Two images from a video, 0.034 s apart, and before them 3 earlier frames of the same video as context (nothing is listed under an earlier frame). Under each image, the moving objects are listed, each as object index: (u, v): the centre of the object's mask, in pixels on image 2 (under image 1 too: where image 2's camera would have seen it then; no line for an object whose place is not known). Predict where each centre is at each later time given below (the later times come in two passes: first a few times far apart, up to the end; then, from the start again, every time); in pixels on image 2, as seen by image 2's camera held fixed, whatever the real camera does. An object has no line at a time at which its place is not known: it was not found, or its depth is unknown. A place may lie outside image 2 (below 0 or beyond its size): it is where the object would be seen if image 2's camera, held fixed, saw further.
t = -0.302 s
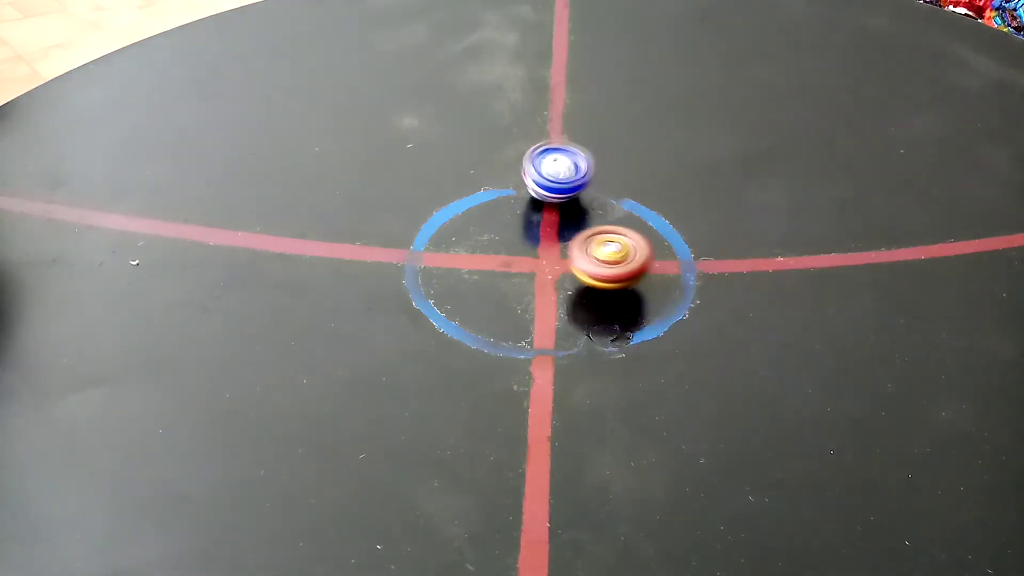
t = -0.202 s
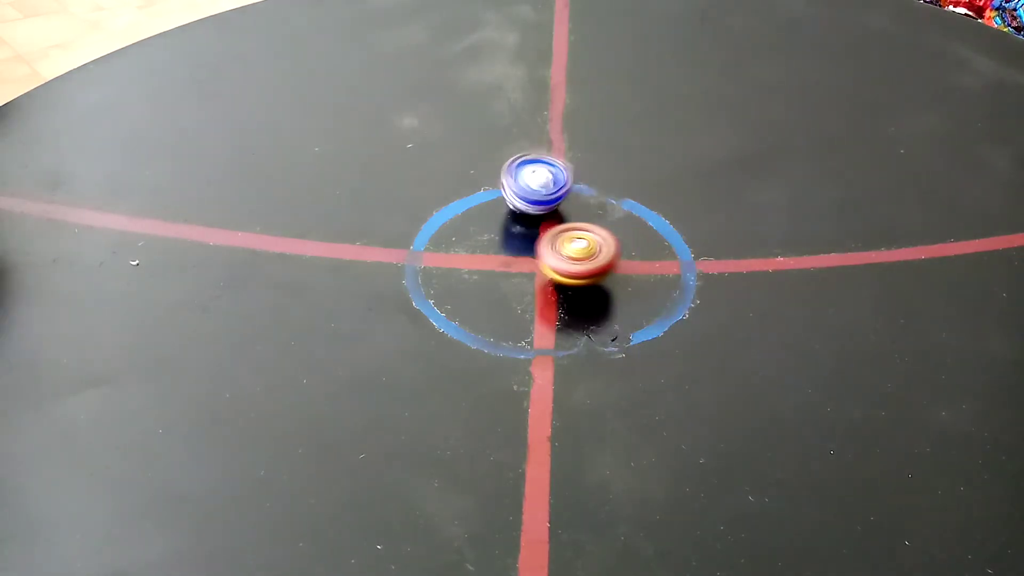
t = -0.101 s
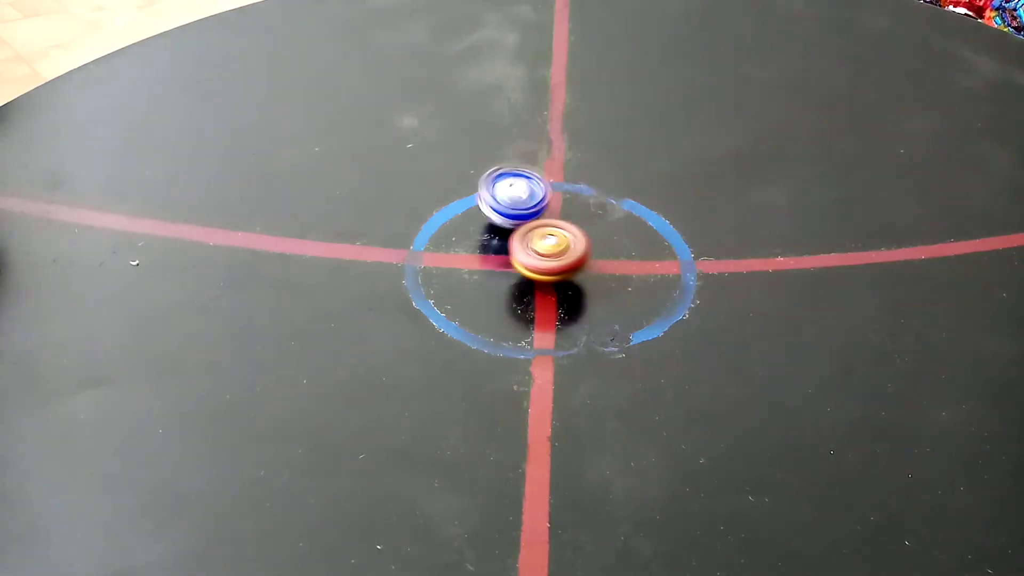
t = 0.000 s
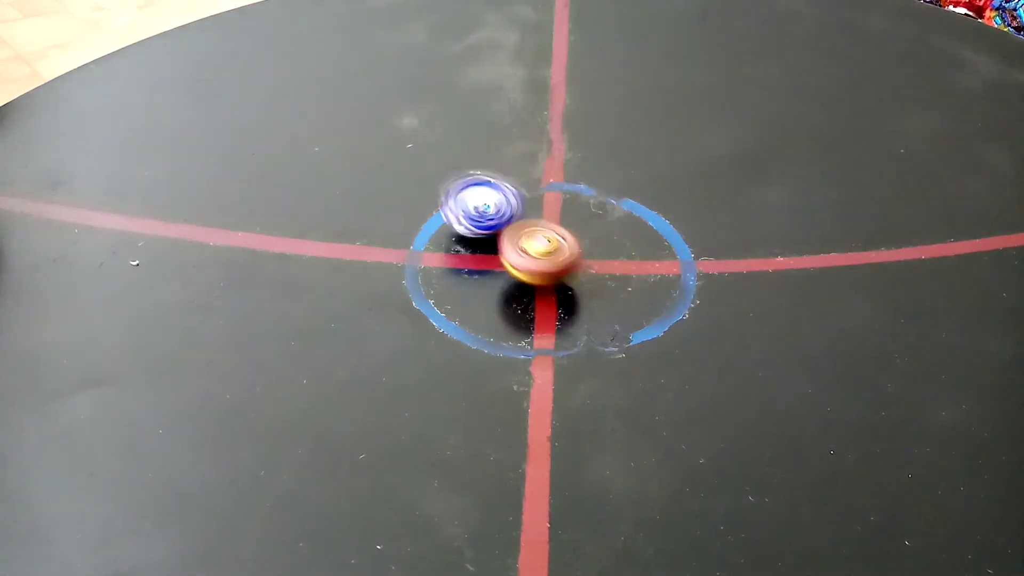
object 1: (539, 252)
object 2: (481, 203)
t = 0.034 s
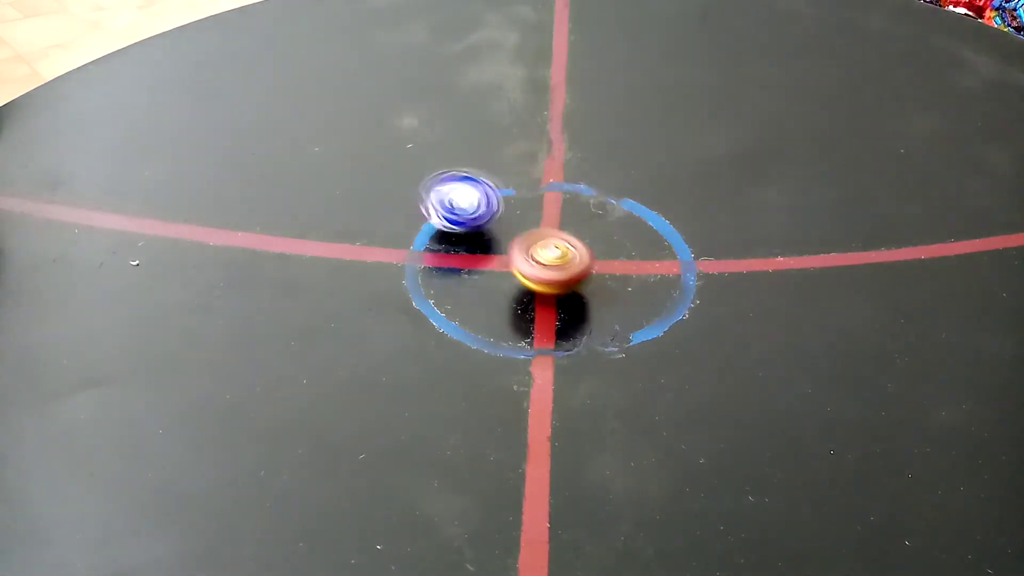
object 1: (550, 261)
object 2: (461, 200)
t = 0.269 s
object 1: (574, 306)
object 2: (365, 200)
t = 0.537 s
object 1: (565, 328)
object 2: (291, 221)
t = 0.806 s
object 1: (562, 319)
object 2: (271, 243)
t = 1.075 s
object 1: (575, 298)
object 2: (320, 262)
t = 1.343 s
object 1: (593, 271)
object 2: (421, 273)
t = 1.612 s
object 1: (611, 235)
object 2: (530, 257)
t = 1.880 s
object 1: (663, 193)
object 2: (588, 254)
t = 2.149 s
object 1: (692, 170)
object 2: (634, 242)
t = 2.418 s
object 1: (705, 167)
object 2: (665, 229)
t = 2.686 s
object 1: (694, 176)
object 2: (680, 226)
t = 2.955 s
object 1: (660, 189)
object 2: (669, 244)
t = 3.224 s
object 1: (608, 213)
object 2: (638, 262)
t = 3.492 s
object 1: (538, 236)
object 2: (614, 280)
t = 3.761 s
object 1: (479, 259)
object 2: (593, 291)
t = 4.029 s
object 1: (431, 280)
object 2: (570, 288)
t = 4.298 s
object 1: (406, 284)
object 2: (547, 272)
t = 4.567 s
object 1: (410, 277)
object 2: (530, 245)
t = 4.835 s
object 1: (458, 259)
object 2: (530, 221)
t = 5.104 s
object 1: (527, 247)
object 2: (540, 191)
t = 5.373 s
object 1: (598, 232)
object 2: (575, 154)
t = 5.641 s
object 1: (651, 217)
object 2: (598, 147)
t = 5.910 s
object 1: (686, 204)
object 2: (613, 169)
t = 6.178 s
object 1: (753, 196)
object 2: (568, 215)
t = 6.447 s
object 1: (797, 204)
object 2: (465, 234)
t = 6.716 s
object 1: (794, 221)
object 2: (413, 211)
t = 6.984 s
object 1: (752, 242)
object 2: (411, 199)
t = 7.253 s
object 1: (680, 267)
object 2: (429, 209)
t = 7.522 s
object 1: (587, 284)
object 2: (457, 230)
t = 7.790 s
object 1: (511, 301)
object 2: (454, 252)
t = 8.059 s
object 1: (493, 332)
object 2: (434, 241)
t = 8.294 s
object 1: (493, 340)
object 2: (461, 244)
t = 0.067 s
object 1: (558, 269)
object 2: (441, 197)
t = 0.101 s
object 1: (565, 276)
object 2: (425, 196)
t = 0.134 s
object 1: (569, 284)
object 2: (411, 195)
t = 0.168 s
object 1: (571, 290)
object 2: (399, 195)
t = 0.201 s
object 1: (572, 295)
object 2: (388, 196)
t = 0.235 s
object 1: (574, 301)
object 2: (376, 198)
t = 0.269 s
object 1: (574, 306)
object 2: (365, 200)
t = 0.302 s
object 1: (574, 311)
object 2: (355, 202)
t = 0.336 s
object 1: (573, 316)
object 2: (344, 205)
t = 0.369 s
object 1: (572, 319)
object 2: (334, 207)
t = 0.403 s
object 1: (572, 322)
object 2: (323, 210)
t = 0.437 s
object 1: (570, 324)
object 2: (313, 213)
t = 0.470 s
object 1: (568, 326)
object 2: (305, 215)
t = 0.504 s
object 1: (566, 327)
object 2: (297, 219)
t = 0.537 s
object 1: (565, 328)
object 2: (291, 221)
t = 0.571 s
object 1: (564, 328)
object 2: (285, 224)
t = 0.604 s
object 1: (564, 328)
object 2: (280, 227)
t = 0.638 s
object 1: (564, 327)
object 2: (277, 230)
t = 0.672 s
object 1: (564, 326)
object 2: (273, 233)
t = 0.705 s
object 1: (563, 325)
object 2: (272, 235)
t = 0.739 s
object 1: (562, 323)
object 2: (270, 238)
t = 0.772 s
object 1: (562, 321)
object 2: (270, 240)
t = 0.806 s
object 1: (562, 319)
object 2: (271, 243)
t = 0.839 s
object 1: (562, 316)
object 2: (273, 246)
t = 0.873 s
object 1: (564, 314)
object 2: (276, 249)
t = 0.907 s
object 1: (565, 311)
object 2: (281, 252)
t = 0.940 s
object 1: (567, 308)
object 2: (287, 254)
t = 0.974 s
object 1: (568, 306)
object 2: (293, 256)
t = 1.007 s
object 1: (571, 303)
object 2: (301, 259)
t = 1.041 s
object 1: (573, 300)
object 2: (310, 260)
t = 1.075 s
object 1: (575, 298)
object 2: (320, 262)
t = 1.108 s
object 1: (577, 295)
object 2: (332, 265)
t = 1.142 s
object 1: (578, 292)
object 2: (345, 267)
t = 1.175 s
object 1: (581, 289)
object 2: (357, 269)
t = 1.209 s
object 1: (583, 285)
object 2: (370, 270)
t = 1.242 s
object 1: (586, 282)
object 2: (383, 272)
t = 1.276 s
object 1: (588, 279)
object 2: (396, 273)
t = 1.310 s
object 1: (591, 275)
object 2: (408, 273)
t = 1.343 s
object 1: (593, 271)
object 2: (421, 273)
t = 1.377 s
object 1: (596, 267)
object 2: (435, 272)
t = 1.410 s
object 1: (598, 263)
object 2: (447, 270)
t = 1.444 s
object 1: (600, 258)
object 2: (461, 268)
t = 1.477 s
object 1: (602, 254)
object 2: (475, 267)
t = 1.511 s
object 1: (604, 249)
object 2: (488, 264)
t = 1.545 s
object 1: (605, 244)
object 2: (501, 262)
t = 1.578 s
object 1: (608, 240)
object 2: (515, 260)
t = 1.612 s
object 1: (611, 235)
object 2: (530, 257)
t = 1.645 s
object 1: (617, 229)
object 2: (542, 255)
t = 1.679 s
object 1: (626, 223)
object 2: (550, 254)
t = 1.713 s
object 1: (635, 216)
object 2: (558, 254)
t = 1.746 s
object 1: (641, 211)
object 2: (565, 255)
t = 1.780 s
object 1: (647, 205)
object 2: (572, 255)
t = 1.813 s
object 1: (652, 201)
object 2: (579, 255)
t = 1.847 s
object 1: (658, 197)
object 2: (584, 254)
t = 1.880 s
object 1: (663, 193)
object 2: (588, 254)
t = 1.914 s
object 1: (667, 189)
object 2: (594, 252)
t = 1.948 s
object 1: (672, 186)
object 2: (600, 251)
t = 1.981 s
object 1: (676, 183)
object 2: (605, 250)
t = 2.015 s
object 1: (679, 180)
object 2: (610, 248)
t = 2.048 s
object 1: (683, 177)
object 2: (616, 247)
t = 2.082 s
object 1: (687, 174)
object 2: (622, 246)
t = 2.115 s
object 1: (690, 172)
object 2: (628, 243)
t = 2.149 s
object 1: (692, 170)
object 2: (634, 242)
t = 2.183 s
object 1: (695, 169)
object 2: (638, 241)
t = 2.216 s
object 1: (697, 168)
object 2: (644, 239)
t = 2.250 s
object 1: (699, 167)
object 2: (648, 238)
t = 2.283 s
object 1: (701, 166)
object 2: (651, 236)
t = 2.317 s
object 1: (702, 166)
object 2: (655, 234)
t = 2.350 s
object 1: (703, 166)
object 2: (659, 233)
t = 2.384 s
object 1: (704, 166)
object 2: (662, 231)
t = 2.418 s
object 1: (705, 167)
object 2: (665, 229)
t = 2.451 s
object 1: (705, 167)
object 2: (668, 227)
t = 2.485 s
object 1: (705, 169)
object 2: (671, 226)
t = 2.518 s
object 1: (704, 170)
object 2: (673, 225)
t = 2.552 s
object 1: (703, 172)
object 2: (675, 223)
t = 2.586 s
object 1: (701, 173)
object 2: (677, 222)
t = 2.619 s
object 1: (700, 174)
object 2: (678, 222)
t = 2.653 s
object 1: (697, 175)
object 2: (679, 223)
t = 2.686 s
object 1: (694, 176)
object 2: (680, 226)
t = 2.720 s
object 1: (691, 176)
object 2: (680, 229)
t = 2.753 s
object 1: (687, 177)
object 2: (680, 231)
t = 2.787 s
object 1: (683, 179)
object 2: (679, 233)
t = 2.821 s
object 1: (679, 181)
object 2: (678, 236)
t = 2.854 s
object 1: (675, 182)
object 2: (676, 238)
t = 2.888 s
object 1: (670, 184)
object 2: (675, 240)
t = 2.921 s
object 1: (666, 187)
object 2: (672, 242)
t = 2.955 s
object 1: (660, 189)
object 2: (669, 244)
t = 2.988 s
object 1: (656, 191)
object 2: (667, 246)
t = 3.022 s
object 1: (650, 194)
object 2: (663, 249)
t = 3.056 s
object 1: (643, 197)
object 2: (660, 251)
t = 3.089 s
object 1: (637, 200)
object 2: (657, 253)
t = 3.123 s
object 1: (631, 203)
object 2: (652, 256)
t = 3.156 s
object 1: (623, 206)
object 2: (647, 258)
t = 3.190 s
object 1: (615, 209)
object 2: (643, 260)
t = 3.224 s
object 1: (608, 213)
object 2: (638, 262)
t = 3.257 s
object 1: (599, 216)
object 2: (634, 264)
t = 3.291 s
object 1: (590, 220)
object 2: (632, 266)
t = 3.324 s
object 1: (581, 222)
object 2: (629, 269)
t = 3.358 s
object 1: (572, 225)
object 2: (625, 272)
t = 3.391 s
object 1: (563, 228)
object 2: (623, 274)
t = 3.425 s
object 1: (555, 231)
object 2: (620, 276)
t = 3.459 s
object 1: (546, 233)
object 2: (618, 278)
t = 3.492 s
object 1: (538, 236)
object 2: (614, 280)
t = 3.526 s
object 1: (529, 238)
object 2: (612, 282)
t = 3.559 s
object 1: (522, 240)
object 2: (610, 283)
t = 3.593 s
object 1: (514, 242)
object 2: (607, 285)
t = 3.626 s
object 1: (506, 246)
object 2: (604, 287)
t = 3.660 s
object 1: (499, 249)
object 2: (601, 288)
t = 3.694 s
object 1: (492, 252)
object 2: (599, 289)
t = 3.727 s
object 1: (485, 256)
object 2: (597, 290)
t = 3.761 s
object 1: (479, 259)
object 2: (593, 291)
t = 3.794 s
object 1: (473, 262)
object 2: (591, 291)
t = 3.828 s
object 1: (466, 264)
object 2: (589, 292)
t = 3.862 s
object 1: (459, 268)
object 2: (585, 292)
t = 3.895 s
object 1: (453, 271)
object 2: (581, 291)
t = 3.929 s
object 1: (447, 273)
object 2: (579, 291)
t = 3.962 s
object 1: (442, 276)
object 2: (577, 290)
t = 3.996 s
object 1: (436, 278)
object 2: (573, 289)
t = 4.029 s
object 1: (431, 280)
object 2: (570, 288)
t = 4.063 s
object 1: (427, 282)
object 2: (568, 287)
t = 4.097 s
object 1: (423, 283)
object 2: (566, 285)
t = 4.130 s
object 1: (419, 284)
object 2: (562, 283)
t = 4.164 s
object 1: (416, 285)
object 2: (559, 281)
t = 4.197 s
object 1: (413, 285)
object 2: (556, 279)
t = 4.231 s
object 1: (411, 285)
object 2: (553, 277)
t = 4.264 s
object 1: (408, 285)
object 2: (550, 275)
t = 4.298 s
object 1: (406, 284)
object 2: (547, 272)
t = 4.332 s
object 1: (404, 284)
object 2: (543, 270)
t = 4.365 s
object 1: (403, 284)
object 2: (540, 267)
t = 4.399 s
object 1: (402, 283)
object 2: (537, 263)
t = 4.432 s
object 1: (402, 282)
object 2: (535, 259)
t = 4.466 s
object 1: (403, 281)
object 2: (532, 256)
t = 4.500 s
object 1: (404, 280)
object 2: (532, 252)
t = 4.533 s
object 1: (406, 279)
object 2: (531, 248)
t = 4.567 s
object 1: (410, 277)
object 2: (530, 245)
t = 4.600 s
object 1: (414, 275)
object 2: (529, 242)
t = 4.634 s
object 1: (418, 273)
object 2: (530, 239)
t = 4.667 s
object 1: (423, 271)
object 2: (529, 235)
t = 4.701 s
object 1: (429, 269)
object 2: (528, 233)
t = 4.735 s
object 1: (436, 266)
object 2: (528, 230)
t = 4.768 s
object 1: (443, 264)
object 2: (529, 226)
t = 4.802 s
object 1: (450, 261)
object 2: (530, 224)
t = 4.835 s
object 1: (458, 259)
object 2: (530, 221)
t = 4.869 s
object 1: (465, 257)
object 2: (530, 219)
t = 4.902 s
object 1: (473, 255)
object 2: (533, 215)
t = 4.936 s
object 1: (481, 252)
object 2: (534, 212)
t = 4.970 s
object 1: (490, 250)
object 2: (535, 209)
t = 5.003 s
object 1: (499, 248)
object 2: (535, 206)
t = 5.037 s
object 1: (508, 247)
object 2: (536, 202)
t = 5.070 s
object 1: (518, 248)
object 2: (536, 197)
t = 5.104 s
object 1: (527, 247)
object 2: (540, 191)
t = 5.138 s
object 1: (536, 246)
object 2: (544, 186)
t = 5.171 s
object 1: (546, 244)
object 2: (548, 180)
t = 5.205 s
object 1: (554, 242)
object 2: (552, 174)
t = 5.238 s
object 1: (564, 240)
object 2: (558, 169)
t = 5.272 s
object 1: (572, 238)
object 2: (561, 166)
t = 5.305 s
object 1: (580, 236)
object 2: (565, 161)
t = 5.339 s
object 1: (590, 234)
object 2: (571, 157)
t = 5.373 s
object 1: (598, 232)
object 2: (575, 154)
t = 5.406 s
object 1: (605, 230)
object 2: (578, 152)
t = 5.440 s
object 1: (612, 228)
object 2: (581, 150)
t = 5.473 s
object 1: (619, 227)
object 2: (584, 149)
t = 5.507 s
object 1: (626, 224)
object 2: (588, 147)
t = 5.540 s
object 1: (633, 223)
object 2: (591, 146)
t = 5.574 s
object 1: (639, 221)
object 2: (594, 146)
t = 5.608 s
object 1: (645, 219)
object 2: (596, 147)
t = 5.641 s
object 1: (651, 217)
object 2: (598, 147)
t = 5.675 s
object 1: (656, 215)
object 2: (601, 148)
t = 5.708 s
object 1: (661, 213)
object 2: (603, 149)
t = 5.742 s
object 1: (666, 212)
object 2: (606, 151)
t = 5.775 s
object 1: (671, 210)
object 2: (608, 154)
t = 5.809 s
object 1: (675, 208)
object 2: (609, 157)
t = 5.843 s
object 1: (679, 207)
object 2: (610, 160)
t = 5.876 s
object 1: (682, 206)
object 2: (612, 164)
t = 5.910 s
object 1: (686, 204)
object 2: (613, 169)
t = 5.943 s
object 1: (688, 203)
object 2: (615, 174)
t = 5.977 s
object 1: (691, 202)
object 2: (615, 179)
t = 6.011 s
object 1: (693, 201)
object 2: (616, 184)
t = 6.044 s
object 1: (694, 200)
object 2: (618, 189)
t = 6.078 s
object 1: (700, 199)
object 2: (613, 196)
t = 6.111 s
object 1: (721, 197)
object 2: (596, 202)
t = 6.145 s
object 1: (738, 196)
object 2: (580, 209)
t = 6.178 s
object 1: (753, 196)
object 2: (568, 215)
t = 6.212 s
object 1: (765, 196)
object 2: (555, 221)
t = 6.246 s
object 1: (773, 197)
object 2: (543, 227)
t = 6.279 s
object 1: (779, 198)
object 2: (529, 232)
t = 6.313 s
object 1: (784, 199)
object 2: (515, 234)
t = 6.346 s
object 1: (788, 200)
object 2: (501, 236)
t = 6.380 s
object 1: (791, 201)
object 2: (490, 236)
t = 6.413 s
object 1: (794, 202)
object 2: (477, 235)
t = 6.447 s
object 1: (797, 204)
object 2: (465, 234)
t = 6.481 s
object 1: (799, 205)
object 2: (454, 232)
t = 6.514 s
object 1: (800, 207)
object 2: (444, 231)
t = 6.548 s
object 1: (801, 209)
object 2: (435, 228)
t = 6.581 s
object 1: (801, 211)
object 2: (428, 224)
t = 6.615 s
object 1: (800, 213)
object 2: (423, 220)
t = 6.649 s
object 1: (799, 216)
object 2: (418, 217)
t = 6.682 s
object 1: (797, 219)
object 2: (415, 214)
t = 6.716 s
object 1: (794, 221)
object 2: (413, 211)
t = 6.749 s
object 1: (792, 224)
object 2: (409, 208)
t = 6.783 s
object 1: (788, 226)
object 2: (408, 206)
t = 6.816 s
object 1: (783, 229)
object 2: (407, 204)
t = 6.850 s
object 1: (778, 232)
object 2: (407, 201)
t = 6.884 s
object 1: (773, 234)
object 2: (407, 200)
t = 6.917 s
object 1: (766, 237)
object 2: (408, 199)
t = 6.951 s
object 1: (759, 240)
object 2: (409, 199)
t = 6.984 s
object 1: (752, 242)
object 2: (411, 199)
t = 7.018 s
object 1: (745, 245)
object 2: (413, 199)
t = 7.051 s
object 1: (738, 248)
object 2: (416, 200)
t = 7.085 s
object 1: (730, 252)
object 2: (418, 202)
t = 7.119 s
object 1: (722, 255)
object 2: (418, 203)
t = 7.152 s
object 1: (712, 258)
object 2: (419, 204)
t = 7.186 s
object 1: (702, 261)
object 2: (421, 206)
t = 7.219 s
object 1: (691, 264)
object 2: (424, 208)
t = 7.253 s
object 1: (680, 267)
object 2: (429, 209)
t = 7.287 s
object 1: (668, 270)
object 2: (434, 212)
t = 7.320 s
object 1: (656, 273)
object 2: (439, 214)
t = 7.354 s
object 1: (644, 275)
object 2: (443, 217)
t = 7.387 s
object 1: (632, 278)
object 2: (446, 219)
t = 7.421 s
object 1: (619, 280)
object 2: (447, 222)
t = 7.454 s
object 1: (608, 281)
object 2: (451, 225)
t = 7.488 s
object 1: (598, 282)
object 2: (454, 227)
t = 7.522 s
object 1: (587, 284)
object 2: (457, 230)
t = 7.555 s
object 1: (576, 286)
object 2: (459, 233)
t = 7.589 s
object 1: (565, 288)
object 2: (460, 236)
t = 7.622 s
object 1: (554, 289)
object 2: (462, 240)
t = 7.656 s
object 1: (542, 291)
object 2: (464, 244)
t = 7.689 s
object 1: (530, 293)
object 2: (465, 247)
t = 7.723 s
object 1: (520, 294)
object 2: (464, 249)
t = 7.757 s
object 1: (511, 296)
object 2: (461, 251)
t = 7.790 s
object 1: (511, 301)
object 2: (454, 252)
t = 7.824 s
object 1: (511, 307)
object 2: (445, 252)
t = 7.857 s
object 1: (509, 312)
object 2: (435, 251)
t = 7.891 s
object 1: (506, 316)
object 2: (429, 250)
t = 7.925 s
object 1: (503, 320)
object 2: (425, 248)
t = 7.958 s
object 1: (499, 324)
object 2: (425, 246)
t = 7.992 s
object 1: (497, 327)
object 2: (426, 244)
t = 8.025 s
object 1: (495, 329)
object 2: (430, 243)
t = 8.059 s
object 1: (493, 332)
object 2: (434, 241)
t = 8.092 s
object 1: (492, 334)
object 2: (440, 240)
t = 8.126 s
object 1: (492, 336)
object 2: (446, 239)
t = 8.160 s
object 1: (491, 337)
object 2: (452, 239)
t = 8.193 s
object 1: (491, 339)
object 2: (456, 240)
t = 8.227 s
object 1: (491, 340)
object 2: (459, 241)
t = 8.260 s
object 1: (492, 340)
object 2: (461, 242)
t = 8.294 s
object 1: (493, 340)
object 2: (461, 244)
